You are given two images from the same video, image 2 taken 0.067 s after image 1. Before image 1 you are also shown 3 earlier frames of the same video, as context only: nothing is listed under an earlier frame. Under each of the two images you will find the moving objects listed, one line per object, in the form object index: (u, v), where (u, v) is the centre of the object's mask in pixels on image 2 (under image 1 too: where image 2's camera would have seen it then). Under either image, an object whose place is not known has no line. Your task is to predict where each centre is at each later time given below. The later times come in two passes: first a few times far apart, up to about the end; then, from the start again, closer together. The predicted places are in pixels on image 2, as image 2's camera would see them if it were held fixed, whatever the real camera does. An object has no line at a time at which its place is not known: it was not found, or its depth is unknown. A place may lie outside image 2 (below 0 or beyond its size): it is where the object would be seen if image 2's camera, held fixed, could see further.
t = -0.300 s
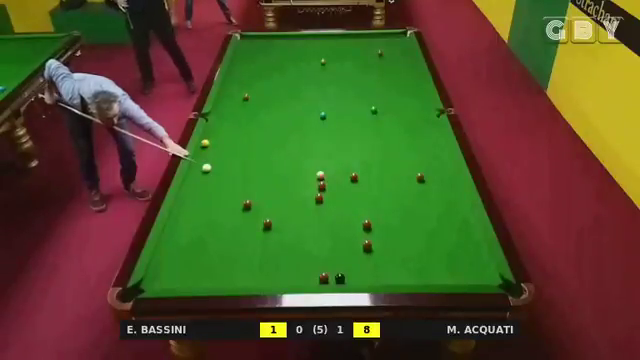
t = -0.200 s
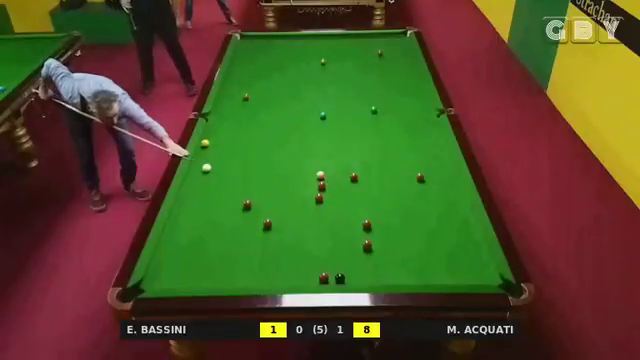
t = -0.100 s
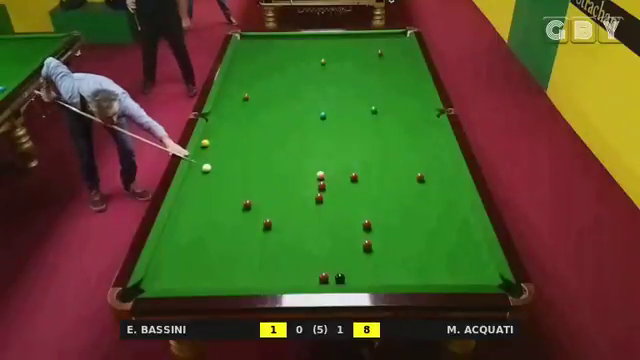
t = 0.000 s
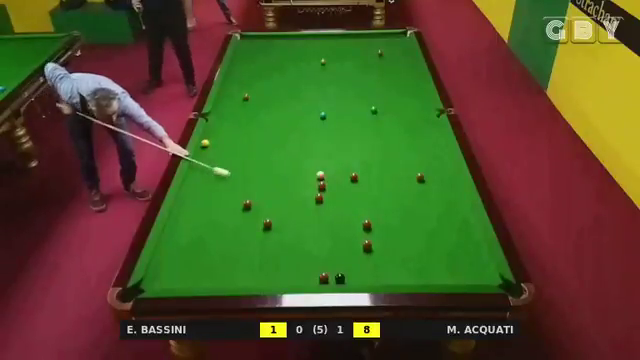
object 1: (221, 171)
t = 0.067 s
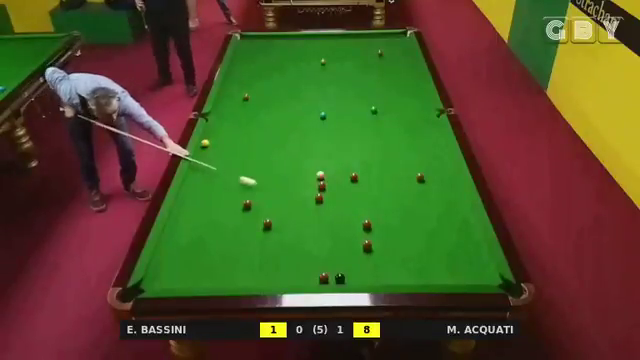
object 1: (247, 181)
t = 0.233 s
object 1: (314, 205)
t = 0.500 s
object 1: (371, 219)
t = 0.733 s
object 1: (404, 223)
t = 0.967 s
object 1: (439, 228)
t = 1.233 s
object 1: (477, 234)
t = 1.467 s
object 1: (455, 237)
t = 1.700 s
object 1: (435, 240)
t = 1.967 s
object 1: (412, 243)
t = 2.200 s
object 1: (393, 247)
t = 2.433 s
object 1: (376, 250)
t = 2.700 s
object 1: (360, 256)
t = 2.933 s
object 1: (347, 260)
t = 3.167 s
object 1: (335, 265)
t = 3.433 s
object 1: (322, 268)
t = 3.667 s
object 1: (311, 272)
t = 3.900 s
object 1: (302, 276)
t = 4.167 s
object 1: (292, 278)
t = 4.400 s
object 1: (284, 280)
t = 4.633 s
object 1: (278, 281)
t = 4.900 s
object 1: (273, 280)
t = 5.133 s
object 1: (269, 280)
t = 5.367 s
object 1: (266, 279)
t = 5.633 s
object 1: (265, 279)
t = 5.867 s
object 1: (264, 280)
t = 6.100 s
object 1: (264, 280)
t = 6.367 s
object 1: (265, 280)
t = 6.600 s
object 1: (265, 280)
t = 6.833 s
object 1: (265, 280)
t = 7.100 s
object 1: (265, 280)
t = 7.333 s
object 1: (265, 280)
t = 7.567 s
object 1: (265, 280)
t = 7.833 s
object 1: (265, 280)
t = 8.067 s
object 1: (265, 280)
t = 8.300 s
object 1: (265, 280)
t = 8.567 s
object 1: (265, 280)
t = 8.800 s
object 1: (265, 280)
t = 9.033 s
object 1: (265, 280)
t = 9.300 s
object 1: (265, 280)
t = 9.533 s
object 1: (265, 280)
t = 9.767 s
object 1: (265, 280)
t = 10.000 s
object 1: (265, 280)
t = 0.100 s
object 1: (260, 185)
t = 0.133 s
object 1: (274, 190)
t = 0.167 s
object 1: (287, 195)
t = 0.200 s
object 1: (301, 200)
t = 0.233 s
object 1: (314, 205)
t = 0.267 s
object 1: (330, 210)
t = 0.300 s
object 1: (344, 215)
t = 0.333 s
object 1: (358, 220)
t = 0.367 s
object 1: (361, 220)
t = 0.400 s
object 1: (363, 219)
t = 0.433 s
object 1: (365, 219)
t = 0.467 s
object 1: (368, 219)
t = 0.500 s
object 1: (371, 219)
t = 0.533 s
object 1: (375, 219)
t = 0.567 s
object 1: (380, 220)
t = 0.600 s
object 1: (384, 220)
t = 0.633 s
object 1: (389, 221)
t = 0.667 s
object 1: (394, 222)
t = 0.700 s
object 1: (399, 222)
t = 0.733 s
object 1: (404, 223)
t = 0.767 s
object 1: (409, 224)
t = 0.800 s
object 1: (414, 224)
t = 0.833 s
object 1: (419, 225)
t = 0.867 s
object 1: (424, 226)
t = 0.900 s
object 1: (429, 227)
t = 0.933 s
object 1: (434, 227)
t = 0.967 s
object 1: (439, 228)
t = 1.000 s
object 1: (443, 229)
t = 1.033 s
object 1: (448, 230)
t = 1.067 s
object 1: (453, 230)
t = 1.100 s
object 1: (458, 231)
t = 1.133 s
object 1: (463, 231)
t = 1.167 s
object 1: (468, 232)
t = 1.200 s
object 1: (473, 233)
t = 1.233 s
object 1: (477, 234)
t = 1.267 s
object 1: (474, 234)
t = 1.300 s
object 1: (471, 235)
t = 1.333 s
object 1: (468, 235)
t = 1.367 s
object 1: (464, 235)
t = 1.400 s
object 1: (461, 236)
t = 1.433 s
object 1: (458, 236)
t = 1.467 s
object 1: (455, 237)
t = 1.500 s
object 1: (452, 237)
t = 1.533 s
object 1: (449, 238)
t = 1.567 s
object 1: (446, 238)
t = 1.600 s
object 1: (444, 238)
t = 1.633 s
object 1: (440, 239)
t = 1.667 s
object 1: (437, 239)
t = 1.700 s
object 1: (435, 240)
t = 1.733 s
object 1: (432, 240)
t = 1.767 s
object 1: (429, 241)
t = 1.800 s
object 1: (426, 241)
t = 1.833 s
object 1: (423, 241)
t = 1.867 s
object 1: (420, 242)
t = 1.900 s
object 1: (418, 242)
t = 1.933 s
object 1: (415, 243)
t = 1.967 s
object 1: (412, 243)
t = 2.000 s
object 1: (409, 244)
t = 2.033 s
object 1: (407, 245)
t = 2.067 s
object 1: (404, 245)
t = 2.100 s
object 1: (402, 245)
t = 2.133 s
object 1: (399, 246)
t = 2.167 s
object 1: (396, 246)
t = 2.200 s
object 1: (393, 247)
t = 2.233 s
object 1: (390, 247)
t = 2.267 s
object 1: (388, 247)
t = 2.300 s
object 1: (386, 248)
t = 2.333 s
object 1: (383, 248)
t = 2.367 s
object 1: (381, 249)
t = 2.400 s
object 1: (379, 249)
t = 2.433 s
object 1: (376, 250)
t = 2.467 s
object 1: (373, 250)
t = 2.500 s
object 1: (372, 251)
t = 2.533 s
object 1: (370, 252)
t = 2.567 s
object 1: (367, 253)
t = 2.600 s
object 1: (365, 254)
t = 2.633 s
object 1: (363, 254)
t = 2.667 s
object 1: (362, 255)
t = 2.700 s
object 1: (360, 256)
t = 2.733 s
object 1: (358, 256)
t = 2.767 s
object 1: (356, 257)
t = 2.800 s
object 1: (354, 258)
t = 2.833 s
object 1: (352, 258)
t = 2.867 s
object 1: (350, 259)
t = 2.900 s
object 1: (349, 260)
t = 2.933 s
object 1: (347, 260)
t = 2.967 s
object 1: (345, 261)
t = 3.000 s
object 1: (344, 262)
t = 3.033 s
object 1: (342, 263)
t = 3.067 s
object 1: (340, 263)
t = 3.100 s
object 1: (338, 264)
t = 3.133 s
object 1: (337, 264)
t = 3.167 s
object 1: (335, 265)
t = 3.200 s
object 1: (333, 265)
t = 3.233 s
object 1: (332, 266)
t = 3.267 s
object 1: (330, 267)
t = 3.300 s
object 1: (328, 267)
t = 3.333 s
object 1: (327, 267)
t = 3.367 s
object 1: (325, 268)
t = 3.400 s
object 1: (324, 268)
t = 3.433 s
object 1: (322, 268)
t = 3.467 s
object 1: (320, 269)
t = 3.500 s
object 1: (318, 270)
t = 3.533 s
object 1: (317, 270)
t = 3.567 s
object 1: (316, 271)
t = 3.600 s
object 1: (314, 271)
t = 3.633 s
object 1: (313, 272)
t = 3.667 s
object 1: (311, 272)
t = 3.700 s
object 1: (310, 273)
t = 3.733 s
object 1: (309, 273)
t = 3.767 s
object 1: (307, 274)
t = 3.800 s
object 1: (306, 274)
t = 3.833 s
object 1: (304, 275)
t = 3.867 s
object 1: (303, 275)
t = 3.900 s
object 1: (302, 276)
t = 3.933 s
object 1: (300, 276)
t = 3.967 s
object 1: (299, 276)
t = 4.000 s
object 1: (298, 277)
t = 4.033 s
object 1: (297, 277)
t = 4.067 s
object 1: (295, 277)
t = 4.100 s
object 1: (294, 278)
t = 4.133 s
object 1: (293, 278)
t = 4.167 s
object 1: (292, 278)
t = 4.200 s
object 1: (291, 279)
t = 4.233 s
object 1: (289, 279)
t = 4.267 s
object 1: (288, 279)
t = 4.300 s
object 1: (287, 279)
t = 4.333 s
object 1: (286, 279)
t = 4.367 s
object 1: (285, 279)
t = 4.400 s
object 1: (284, 280)
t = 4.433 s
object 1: (283, 280)
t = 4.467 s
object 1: (282, 280)
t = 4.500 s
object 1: (281, 281)
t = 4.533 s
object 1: (280, 281)
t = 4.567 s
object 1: (279, 281)
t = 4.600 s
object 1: (278, 281)
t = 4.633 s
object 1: (278, 281)
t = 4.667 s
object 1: (277, 280)
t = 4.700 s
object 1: (276, 280)
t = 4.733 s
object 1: (276, 280)
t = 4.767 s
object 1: (275, 280)
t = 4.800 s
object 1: (274, 280)
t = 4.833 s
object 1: (274, 280)
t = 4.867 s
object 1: (273, 280)
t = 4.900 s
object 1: (273, 280)
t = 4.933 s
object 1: (272, 280)
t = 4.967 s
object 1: (271, 280)
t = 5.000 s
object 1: (271, 280)
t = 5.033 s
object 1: (271, 280)
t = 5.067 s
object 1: (270, 280)
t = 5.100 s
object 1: (270, 280)
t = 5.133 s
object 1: (269, 280)
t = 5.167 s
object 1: (269, 279)
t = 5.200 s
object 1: (268, 280)
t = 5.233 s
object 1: (268, 279)
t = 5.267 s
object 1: (267, 279)
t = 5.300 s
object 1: (267, 279)
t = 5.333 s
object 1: (267, 279)
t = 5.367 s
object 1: (266, 279)
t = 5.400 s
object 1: (266, 279)
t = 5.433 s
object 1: (266, 279)
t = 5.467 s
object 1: (266, 279)
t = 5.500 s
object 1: (266, 279)
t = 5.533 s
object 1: (265, 279)
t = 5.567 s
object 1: (265, 279)
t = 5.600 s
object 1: (265, 279)
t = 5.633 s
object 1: (265, 279)
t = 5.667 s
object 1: (265, 279)
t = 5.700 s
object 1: (265, 280)
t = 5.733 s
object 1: (265, 280)
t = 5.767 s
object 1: (265, 280)
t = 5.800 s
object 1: (264, 280)
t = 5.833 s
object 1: (264, 280)
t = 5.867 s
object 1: (264, 280)
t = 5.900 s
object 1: (264, 280)
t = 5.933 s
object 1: (264, 280)
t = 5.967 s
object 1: (264, 280)
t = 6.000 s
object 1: (264, 280)
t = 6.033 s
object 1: (264, 280)
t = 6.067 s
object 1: (264, 280)
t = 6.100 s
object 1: (264, 280)
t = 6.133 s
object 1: (264, 280)
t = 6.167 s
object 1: (264, 280)
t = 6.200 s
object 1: (264, 280)
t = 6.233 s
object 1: (264, 280)
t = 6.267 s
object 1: (264, 280)
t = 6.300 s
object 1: (265, 280)
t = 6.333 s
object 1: (265, 280)
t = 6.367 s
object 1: (265, 280)
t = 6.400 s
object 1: (265, 280)
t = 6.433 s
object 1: (265, 280)
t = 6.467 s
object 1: (265, 280)
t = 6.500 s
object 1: (265, 280)
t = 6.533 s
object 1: (265, 280)
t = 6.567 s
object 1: (265, 280)
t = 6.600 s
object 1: (265, 280)
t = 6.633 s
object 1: (265, 280)
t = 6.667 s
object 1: (265, 280)
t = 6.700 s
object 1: (265, 280)
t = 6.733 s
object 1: (265, 280)
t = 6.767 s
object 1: (265, 280)
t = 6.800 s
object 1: (265, 280)
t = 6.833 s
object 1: (265, 280)
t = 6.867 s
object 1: (265, 280)
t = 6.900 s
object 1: (265, 280)
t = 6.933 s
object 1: (265, 280)
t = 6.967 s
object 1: (265, 280)
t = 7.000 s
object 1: (265, 280)
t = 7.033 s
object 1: (265, 280)
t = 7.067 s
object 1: (265, 280)
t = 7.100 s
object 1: (265, 280)
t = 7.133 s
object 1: (265, 280)
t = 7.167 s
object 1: (265, 280)
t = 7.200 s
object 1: (265, 280)
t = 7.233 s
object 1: (265, 280)
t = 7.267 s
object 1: (265, 280)
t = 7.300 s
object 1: (265, 280)
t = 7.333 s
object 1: (265, 280)
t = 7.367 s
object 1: (265, 280)
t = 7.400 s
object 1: (265, 280)
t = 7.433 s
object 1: (265, 280)
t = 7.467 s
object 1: (265, 280)
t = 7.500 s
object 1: (265, 280)
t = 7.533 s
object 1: (265, 280)
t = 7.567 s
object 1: (265, 280)
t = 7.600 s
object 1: (265, 280)
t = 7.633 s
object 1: (265, 280)
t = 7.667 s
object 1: (265, 280)
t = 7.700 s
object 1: (265, 280)
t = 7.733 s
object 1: (265, 280)
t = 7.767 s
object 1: (265, 280)
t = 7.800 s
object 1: (265, 280)
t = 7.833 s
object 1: (265, 280)
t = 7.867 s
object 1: (265, 280)
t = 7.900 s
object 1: (265, 280)
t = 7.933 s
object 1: (265, 280)
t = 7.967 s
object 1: (265, 280)
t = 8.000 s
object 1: (265, 280)
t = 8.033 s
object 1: (265, 280)
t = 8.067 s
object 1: (265, 280)
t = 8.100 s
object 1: (265, 280)
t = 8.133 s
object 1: (265, 280)
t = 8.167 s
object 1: (265, 280)
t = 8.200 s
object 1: (265, 280)
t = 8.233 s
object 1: (265, 280)
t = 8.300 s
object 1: (265, 280)
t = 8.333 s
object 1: (265, 280)
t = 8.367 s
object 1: (265, 280)
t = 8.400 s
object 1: (265, 280)
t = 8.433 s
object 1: (265, 280)
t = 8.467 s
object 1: (265, 280)
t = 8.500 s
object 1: (265, 280)
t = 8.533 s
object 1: (265, 280)
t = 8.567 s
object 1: (265, 280)
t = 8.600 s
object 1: (265, 280)
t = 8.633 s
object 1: (265, 280)
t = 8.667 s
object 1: (265, 280)
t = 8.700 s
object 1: (265, 280)
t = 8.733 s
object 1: (265, 280)
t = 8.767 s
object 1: (265, 280)
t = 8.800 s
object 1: (265, 280)
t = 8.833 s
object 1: (265, 280)
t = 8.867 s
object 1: (265, 280)
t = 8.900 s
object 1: (265, 280)
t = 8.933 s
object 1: (265, 280)
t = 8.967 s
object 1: (265, 280)
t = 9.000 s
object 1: (265, 280)
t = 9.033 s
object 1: (265, 280)
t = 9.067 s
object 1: (265, 280)
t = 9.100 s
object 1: (265, 280)
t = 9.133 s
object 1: (265, 280)
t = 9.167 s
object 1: (265, 280)
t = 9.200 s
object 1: (265, 280)
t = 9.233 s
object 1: (265, 280)
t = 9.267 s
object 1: (265, 280)
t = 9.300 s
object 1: (265, 280)
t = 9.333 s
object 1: (265, 280)
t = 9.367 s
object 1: (265, 280)
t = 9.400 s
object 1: (265, 280)
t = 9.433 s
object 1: (265, 280)
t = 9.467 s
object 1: (265, 280)
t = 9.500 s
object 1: (265, 280)
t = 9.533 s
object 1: (265, 280)
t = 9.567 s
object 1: (265, 280)
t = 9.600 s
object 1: (265, 280)
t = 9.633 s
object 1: (265, 280)
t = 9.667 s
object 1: (265, 280)
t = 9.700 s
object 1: (265, 280)
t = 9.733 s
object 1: (265, 280)
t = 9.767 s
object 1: (265, 280)
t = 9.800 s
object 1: (265, 280)
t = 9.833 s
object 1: (265, 280)
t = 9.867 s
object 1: (265, 280)
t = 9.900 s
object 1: (265, 280)
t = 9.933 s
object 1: (265, 280)
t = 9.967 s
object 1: (265, 280)
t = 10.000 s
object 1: (265, 280)
